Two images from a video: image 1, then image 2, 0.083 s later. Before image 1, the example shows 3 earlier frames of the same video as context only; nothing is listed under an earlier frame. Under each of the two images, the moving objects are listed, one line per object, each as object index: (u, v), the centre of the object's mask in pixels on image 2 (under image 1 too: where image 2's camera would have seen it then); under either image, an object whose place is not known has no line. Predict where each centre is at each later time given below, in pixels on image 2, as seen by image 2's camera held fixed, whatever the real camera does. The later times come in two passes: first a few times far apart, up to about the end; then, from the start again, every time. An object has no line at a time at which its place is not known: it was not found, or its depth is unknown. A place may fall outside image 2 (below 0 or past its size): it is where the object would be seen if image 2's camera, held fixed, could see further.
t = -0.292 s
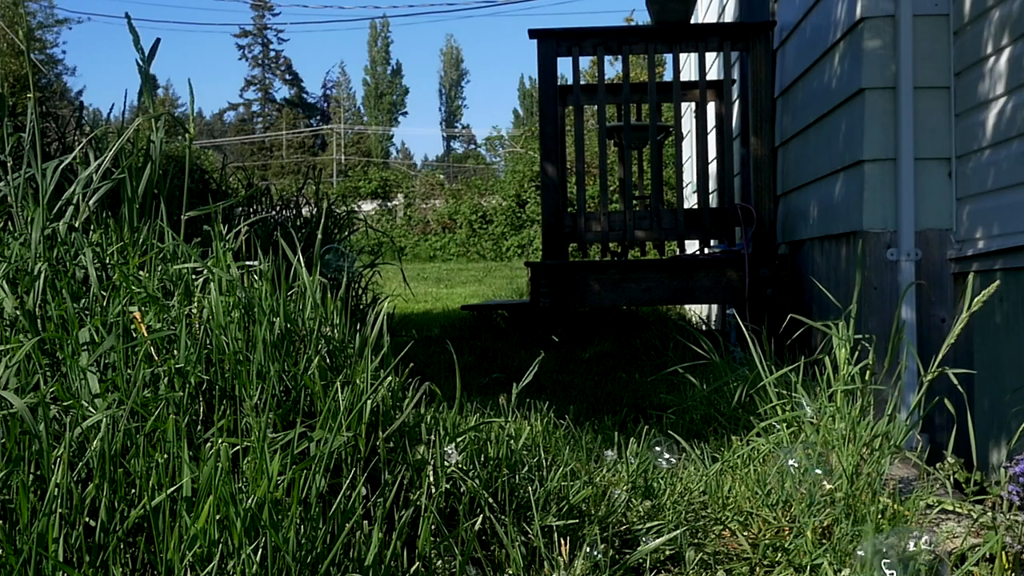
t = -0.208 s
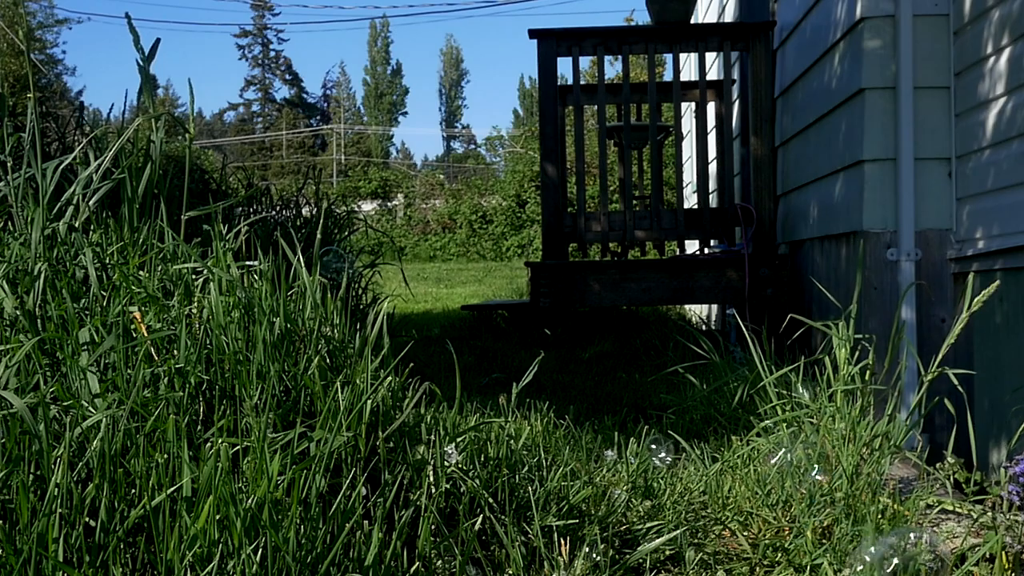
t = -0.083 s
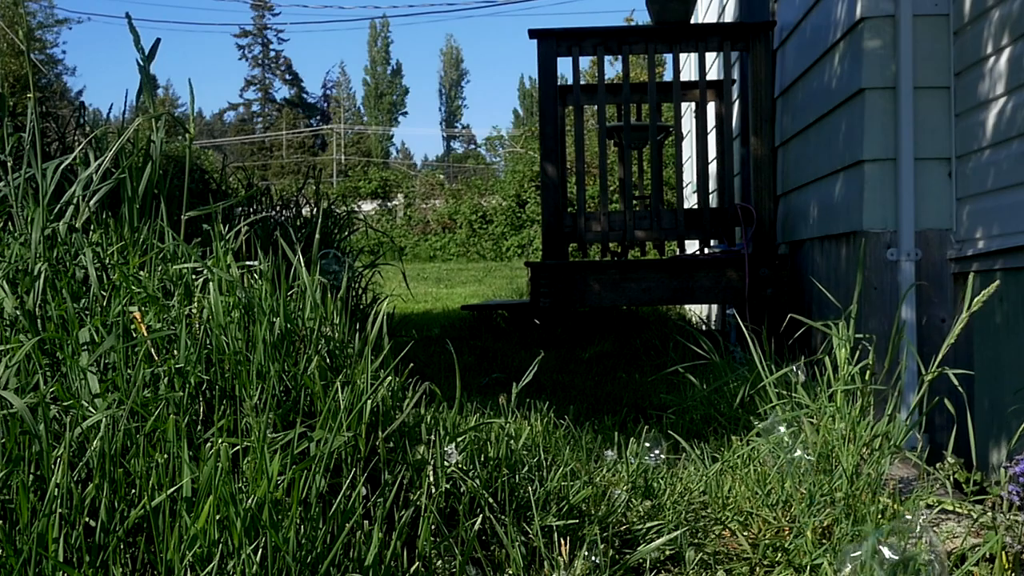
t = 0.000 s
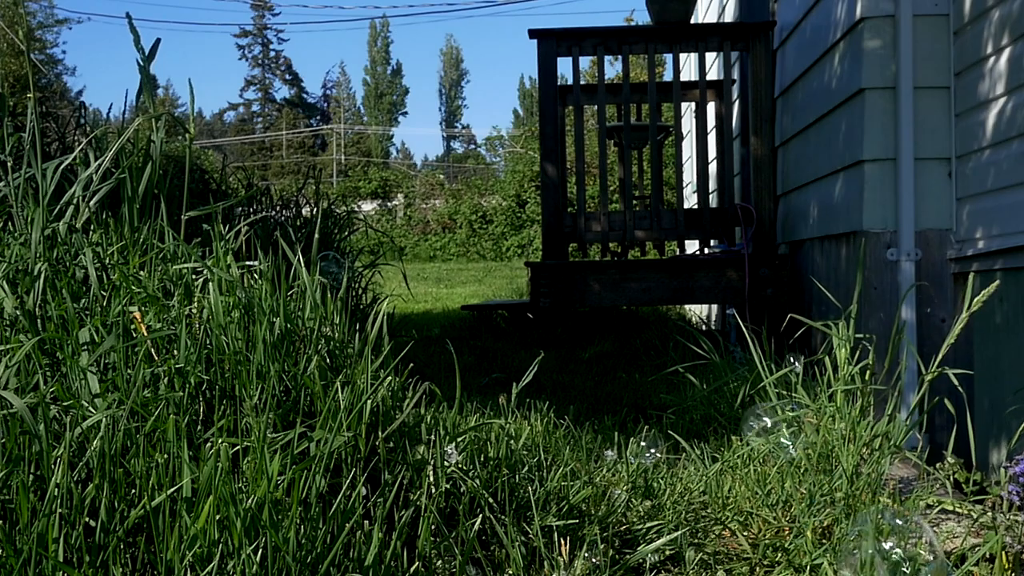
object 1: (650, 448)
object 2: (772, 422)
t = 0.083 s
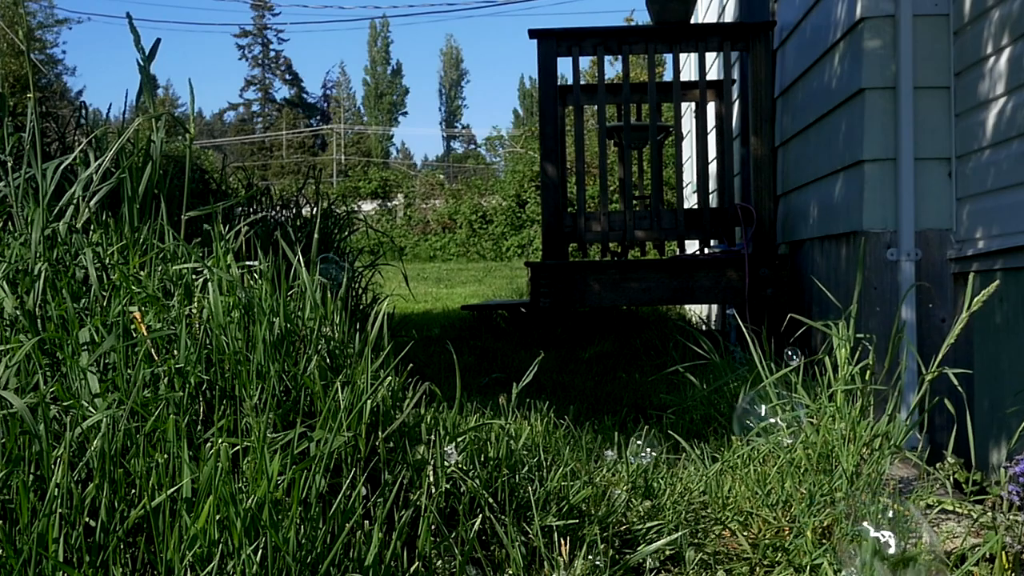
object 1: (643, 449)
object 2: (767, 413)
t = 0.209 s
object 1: (638, 446)
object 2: (748, 397)
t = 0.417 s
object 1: (629, 445)
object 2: (721, 372)
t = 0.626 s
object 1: (624, 445)
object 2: (690, 346)
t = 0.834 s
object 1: (619, 444)
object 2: (662, 326)
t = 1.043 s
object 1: (613, 443)
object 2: (635, 310)
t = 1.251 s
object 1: (615, 450)
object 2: (611, 297)
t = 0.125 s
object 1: (641, 448)
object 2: (758, 405)
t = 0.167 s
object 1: (640, 447)
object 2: (754, 401)
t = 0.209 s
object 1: (638, 446)
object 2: (748, 397)
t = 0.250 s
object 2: (742, 394)
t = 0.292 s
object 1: (635, 445)
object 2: (735, 389)
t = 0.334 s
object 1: (633, 445)
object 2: (731, 382)
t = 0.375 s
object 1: (632, 445)
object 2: (726, 377)
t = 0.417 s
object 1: (629, 445)
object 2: (721, 372)
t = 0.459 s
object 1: (627, 445)
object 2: (714, 366)
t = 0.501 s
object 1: (627, 445)
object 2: (707, 360)
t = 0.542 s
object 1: (626, 445)
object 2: (701, 356)
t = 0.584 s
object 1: (625, 445)
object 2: (696, 352)
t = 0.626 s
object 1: (624, 445)
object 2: (690, 346)
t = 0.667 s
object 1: (623, 445)
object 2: (684, 342)
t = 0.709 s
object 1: (622, 445)
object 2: (677, 337)
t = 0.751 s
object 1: (620, 445)
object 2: (672, 333)
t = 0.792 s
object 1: (620, 445)
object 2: (667, 329)
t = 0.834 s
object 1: (619, 444)
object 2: (662, 326)
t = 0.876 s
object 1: (618, 445)
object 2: (656, 322)
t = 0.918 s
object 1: (616, 444)
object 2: (651, 319)
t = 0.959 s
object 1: (616, 444)
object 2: (646, 315)
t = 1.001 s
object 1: (615, 443)
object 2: (640, 313)
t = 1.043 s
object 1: (613, 443)
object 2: (635, 310)
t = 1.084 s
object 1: (612, 443)
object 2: (630, 307)
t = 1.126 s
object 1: (615, 451)
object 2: (626, 304)
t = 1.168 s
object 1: (615, 452)
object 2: (621, 302)
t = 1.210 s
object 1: (615, 450)
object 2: (616, 300)
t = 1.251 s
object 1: (615, 450)
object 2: (611, 297)
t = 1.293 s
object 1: (615, 450)
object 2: (606, 295)
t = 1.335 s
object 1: (615, 451)
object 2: (601, 294)
